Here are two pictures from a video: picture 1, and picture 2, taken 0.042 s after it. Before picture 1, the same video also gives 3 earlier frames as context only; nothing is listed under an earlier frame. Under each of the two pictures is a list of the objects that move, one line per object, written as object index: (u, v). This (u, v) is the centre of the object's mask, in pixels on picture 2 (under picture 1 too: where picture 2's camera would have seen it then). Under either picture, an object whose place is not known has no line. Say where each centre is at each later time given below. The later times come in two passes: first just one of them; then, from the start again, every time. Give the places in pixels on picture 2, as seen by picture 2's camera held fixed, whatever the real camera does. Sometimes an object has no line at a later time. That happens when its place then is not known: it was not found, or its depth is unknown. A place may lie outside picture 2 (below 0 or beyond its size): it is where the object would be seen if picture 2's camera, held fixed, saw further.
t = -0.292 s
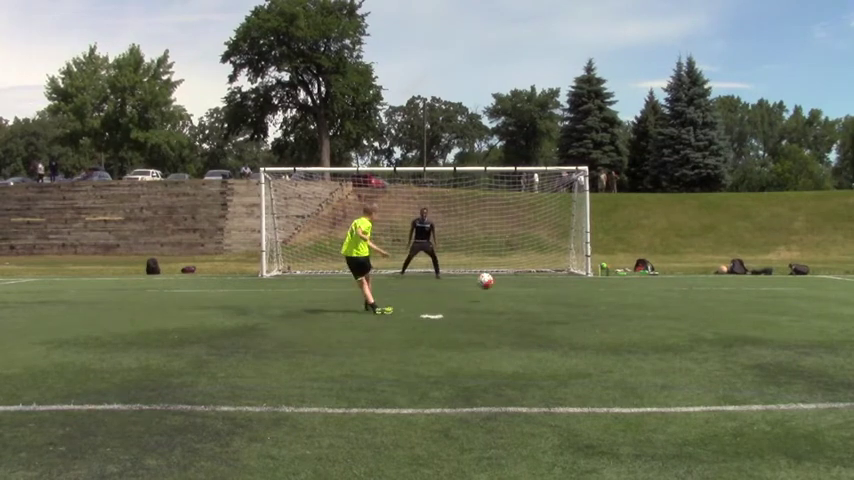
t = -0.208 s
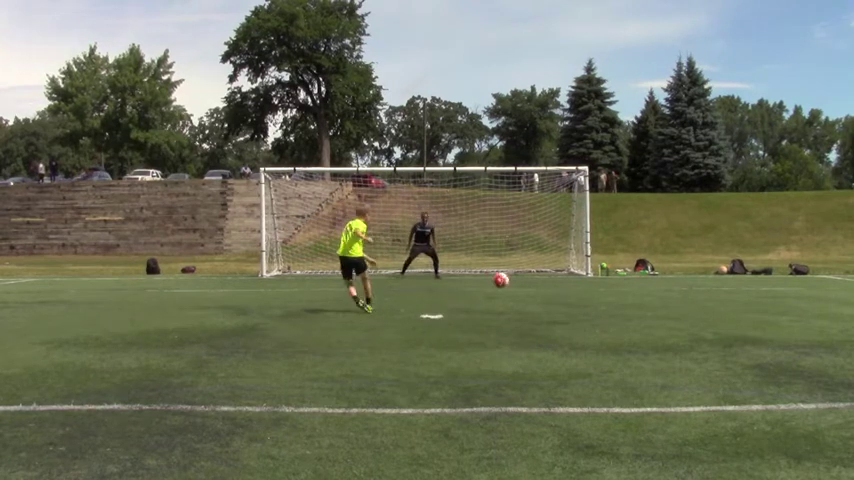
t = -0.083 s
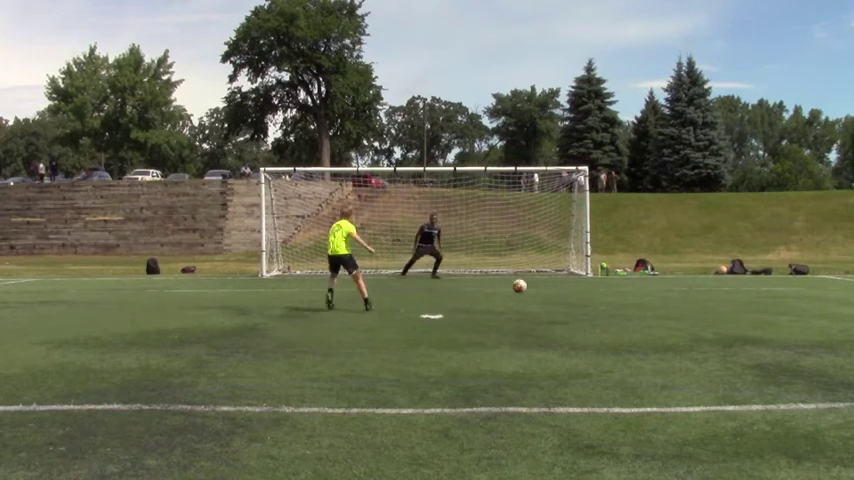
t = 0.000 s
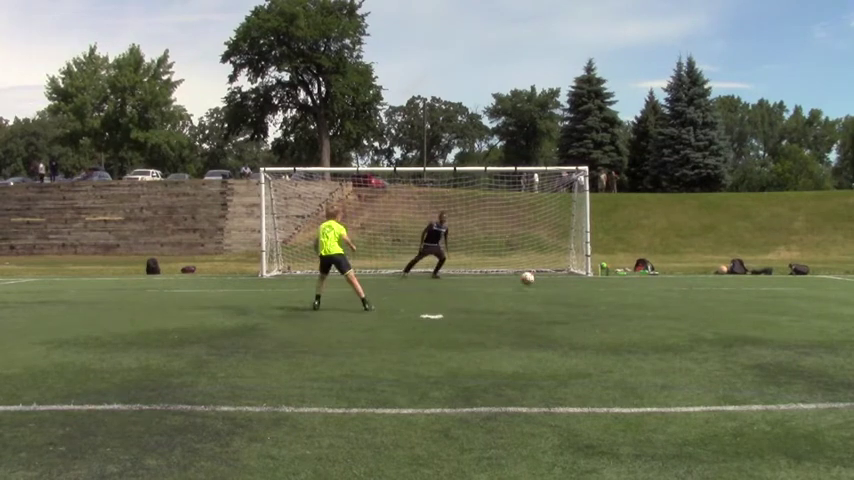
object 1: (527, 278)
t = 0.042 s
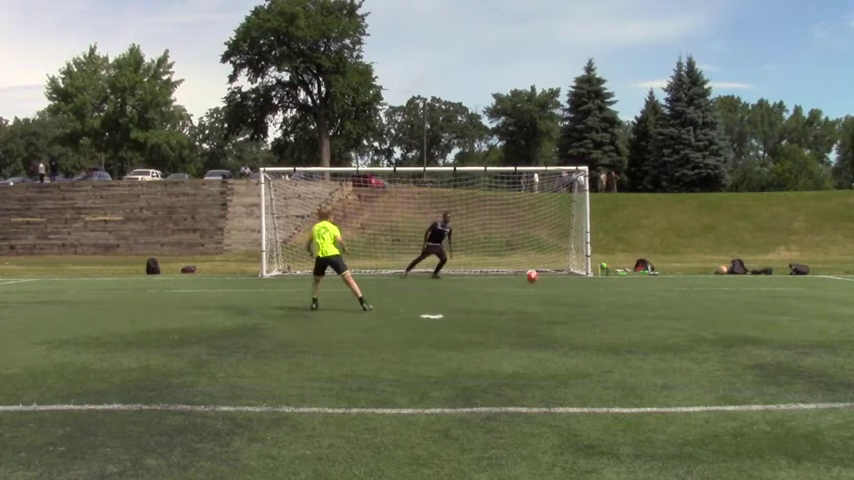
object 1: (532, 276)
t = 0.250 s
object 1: (546, 278)
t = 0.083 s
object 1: (534, 275)
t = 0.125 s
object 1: (537, 276)
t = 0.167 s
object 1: (541, 277)
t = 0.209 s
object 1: (543, 279)
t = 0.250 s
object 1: (546, 278)
